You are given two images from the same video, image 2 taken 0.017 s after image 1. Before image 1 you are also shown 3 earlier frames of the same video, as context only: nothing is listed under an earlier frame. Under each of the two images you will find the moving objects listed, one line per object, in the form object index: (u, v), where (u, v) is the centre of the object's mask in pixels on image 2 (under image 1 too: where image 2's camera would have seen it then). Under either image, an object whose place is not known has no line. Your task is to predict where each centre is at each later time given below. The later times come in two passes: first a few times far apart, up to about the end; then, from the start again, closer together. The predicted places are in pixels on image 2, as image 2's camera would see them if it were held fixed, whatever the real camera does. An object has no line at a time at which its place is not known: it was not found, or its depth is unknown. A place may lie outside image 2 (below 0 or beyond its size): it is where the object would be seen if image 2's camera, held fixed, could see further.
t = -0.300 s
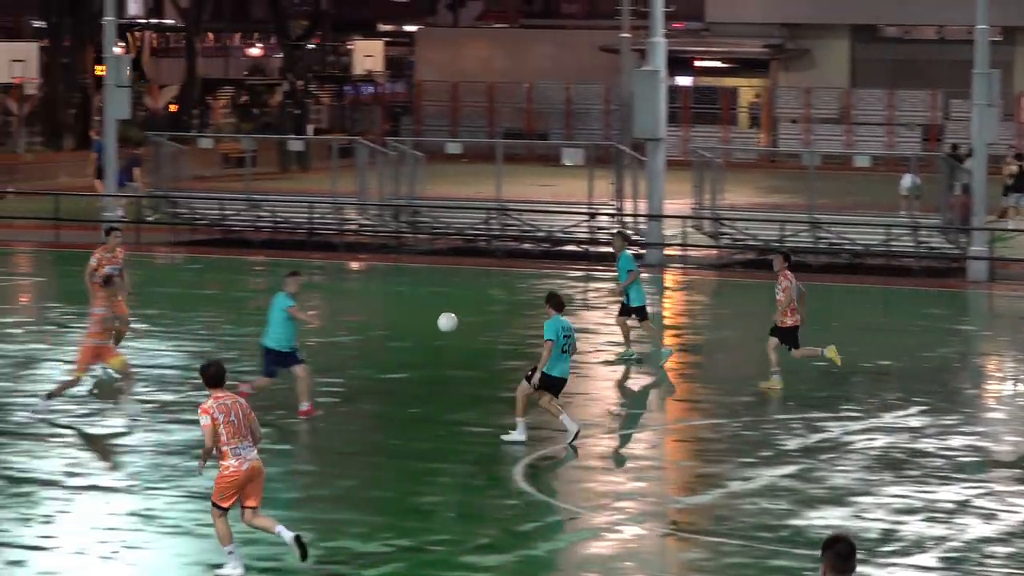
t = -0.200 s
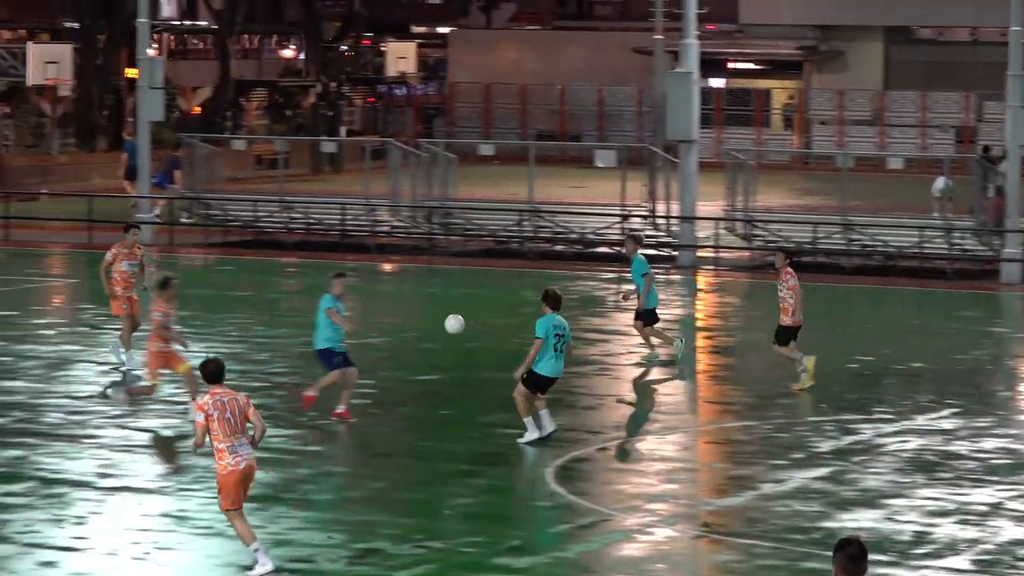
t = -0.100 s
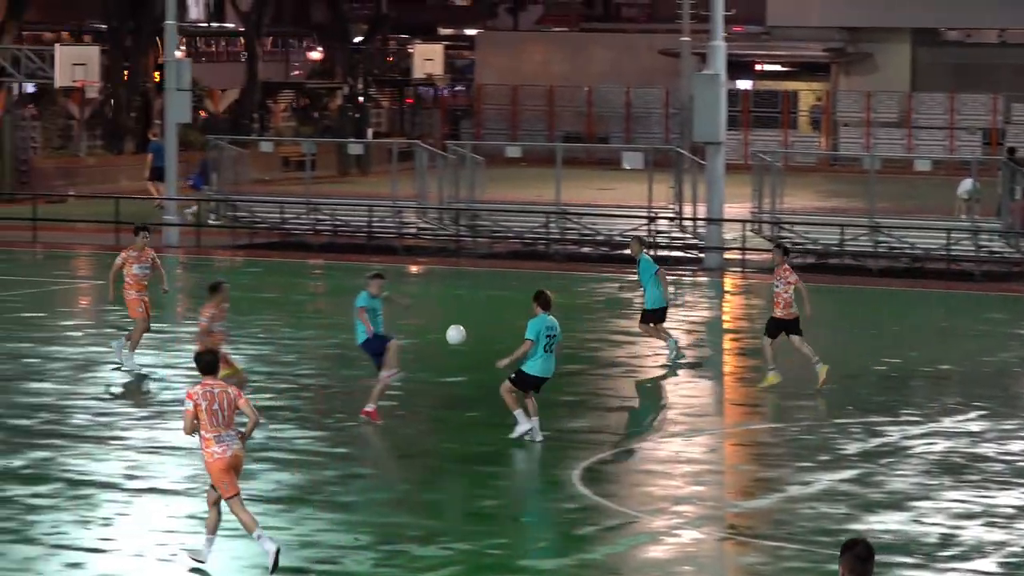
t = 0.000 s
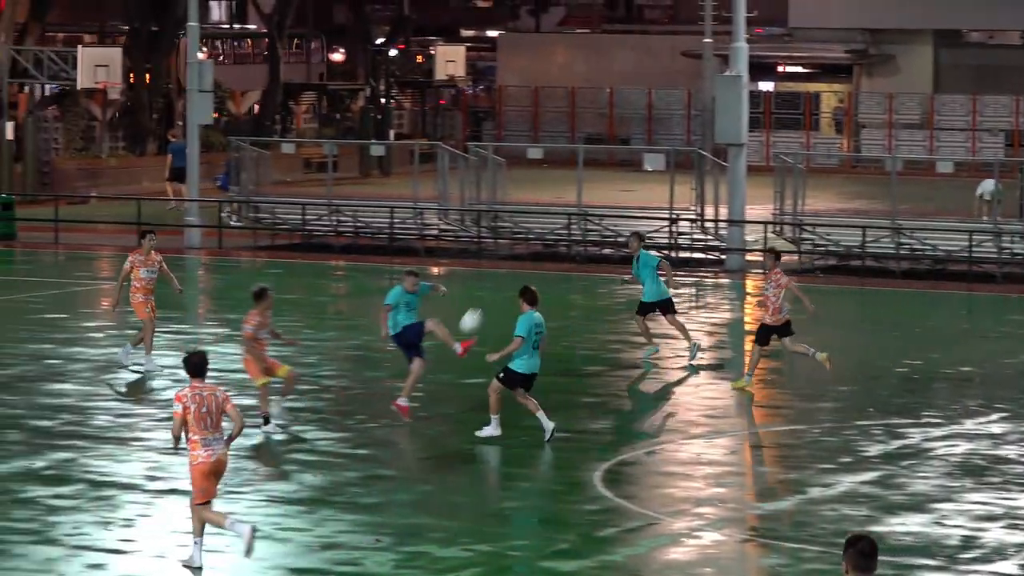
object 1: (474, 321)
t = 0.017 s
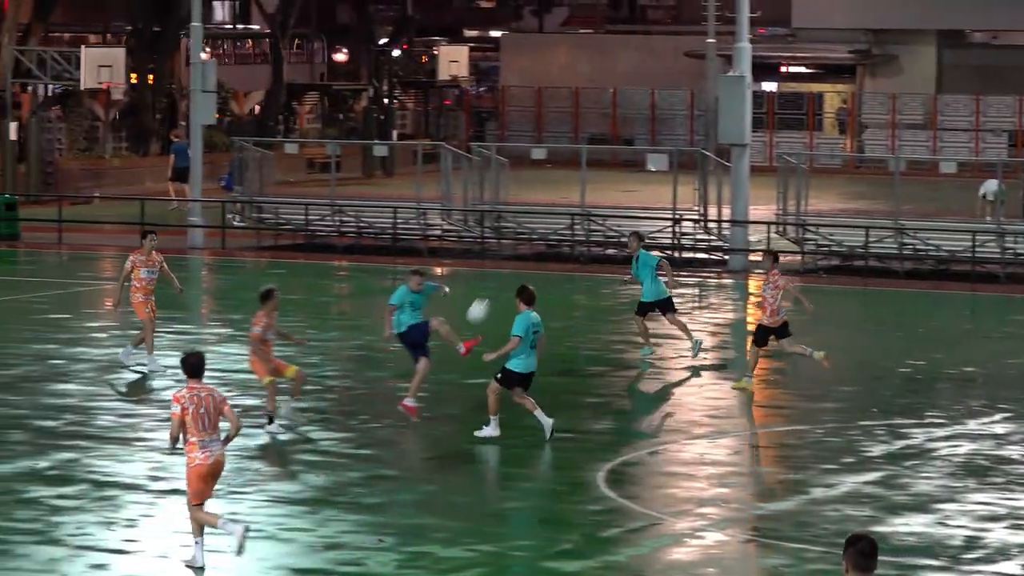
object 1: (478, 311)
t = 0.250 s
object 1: (531, 197)
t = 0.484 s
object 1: (573, 142)
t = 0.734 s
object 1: (606, 135)
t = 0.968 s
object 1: (631, 168)
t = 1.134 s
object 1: (645, 213)
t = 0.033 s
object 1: (482, 300)
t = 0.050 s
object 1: (486, 291)
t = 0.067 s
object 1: (490, 281)
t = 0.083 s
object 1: (494, 271)
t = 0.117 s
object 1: (502, 255)
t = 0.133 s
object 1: (506, 247)
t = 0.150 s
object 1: (510, 239)
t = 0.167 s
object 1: (513, 231)
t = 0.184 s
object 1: (517, 224)
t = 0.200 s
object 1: (520, 216)
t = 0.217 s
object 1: (524, 210)
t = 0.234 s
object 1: (527, 203)
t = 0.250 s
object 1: (531, 197)
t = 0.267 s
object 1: (534, 192)
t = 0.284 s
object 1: (537, 186)
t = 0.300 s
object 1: (541, 181)
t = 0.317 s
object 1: (544, 176)
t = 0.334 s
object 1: (547, 171)
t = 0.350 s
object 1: (550, 167)
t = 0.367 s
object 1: (553, 163)
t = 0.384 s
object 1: (556, 159)
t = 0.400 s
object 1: (559, 156)
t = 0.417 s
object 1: (562, 153)
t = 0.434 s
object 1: (565, 150)
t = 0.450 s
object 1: (567, 147)
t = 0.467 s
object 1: (570, 144)
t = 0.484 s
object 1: (573, 142)
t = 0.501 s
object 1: (575, 140)
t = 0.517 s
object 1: (578, 138)
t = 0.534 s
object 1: (581, 137)
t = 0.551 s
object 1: (583, 136)
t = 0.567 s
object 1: (585, 135)
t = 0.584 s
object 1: (587, 133)
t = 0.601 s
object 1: (590, 133)
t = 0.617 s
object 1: (592, 132)
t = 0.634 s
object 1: (594, 132)
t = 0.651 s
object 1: (596, 132)
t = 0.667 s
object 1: (598, 132)
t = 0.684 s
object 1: (600, 133)
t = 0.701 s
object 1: (602, 133)
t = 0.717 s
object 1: (604, 134)
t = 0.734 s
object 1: (606, 135)
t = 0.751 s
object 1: (608, 136)
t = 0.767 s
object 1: (610, 137)
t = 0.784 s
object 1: (612, 138)
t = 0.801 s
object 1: (615, 140)
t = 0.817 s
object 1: (616, 142)
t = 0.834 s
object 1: (618, 145)
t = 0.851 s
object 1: (620, 147)
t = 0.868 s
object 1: (622, 149)
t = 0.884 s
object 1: (623, 152)
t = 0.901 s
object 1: (625, 155)
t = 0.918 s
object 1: (626, 158)
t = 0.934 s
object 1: (628, 161)
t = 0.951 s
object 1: (630, 164)
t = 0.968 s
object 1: (631, 168)
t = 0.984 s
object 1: (633, 171)
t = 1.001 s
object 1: (634, 175)
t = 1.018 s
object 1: (636, 179)
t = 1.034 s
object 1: (637, 183)
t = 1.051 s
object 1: (639, 187)
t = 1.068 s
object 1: (640, 192)
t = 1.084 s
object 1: (641, 196)
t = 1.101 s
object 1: (643, 201)
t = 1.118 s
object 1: (644, 205)
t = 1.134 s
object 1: (645, 213)
